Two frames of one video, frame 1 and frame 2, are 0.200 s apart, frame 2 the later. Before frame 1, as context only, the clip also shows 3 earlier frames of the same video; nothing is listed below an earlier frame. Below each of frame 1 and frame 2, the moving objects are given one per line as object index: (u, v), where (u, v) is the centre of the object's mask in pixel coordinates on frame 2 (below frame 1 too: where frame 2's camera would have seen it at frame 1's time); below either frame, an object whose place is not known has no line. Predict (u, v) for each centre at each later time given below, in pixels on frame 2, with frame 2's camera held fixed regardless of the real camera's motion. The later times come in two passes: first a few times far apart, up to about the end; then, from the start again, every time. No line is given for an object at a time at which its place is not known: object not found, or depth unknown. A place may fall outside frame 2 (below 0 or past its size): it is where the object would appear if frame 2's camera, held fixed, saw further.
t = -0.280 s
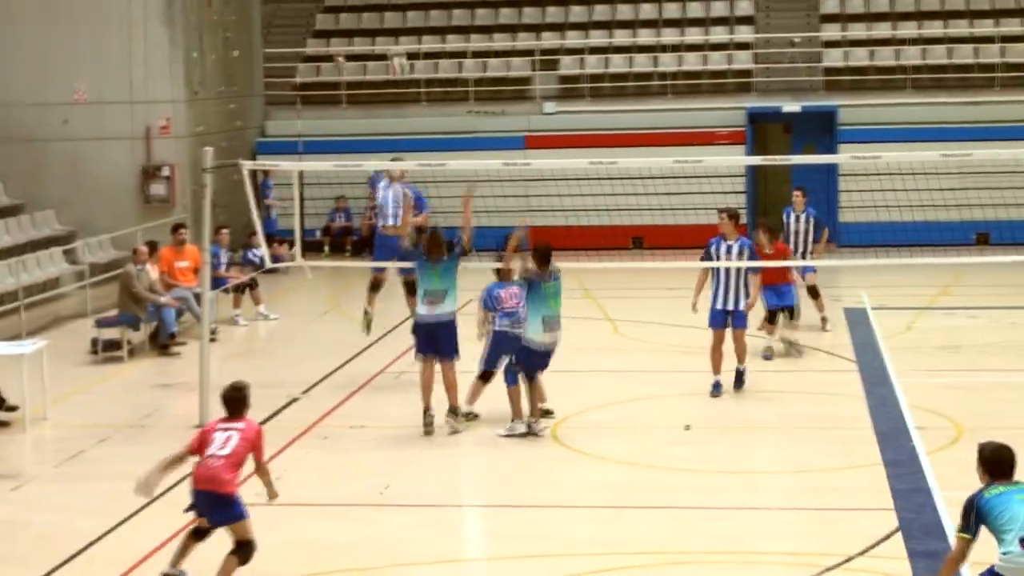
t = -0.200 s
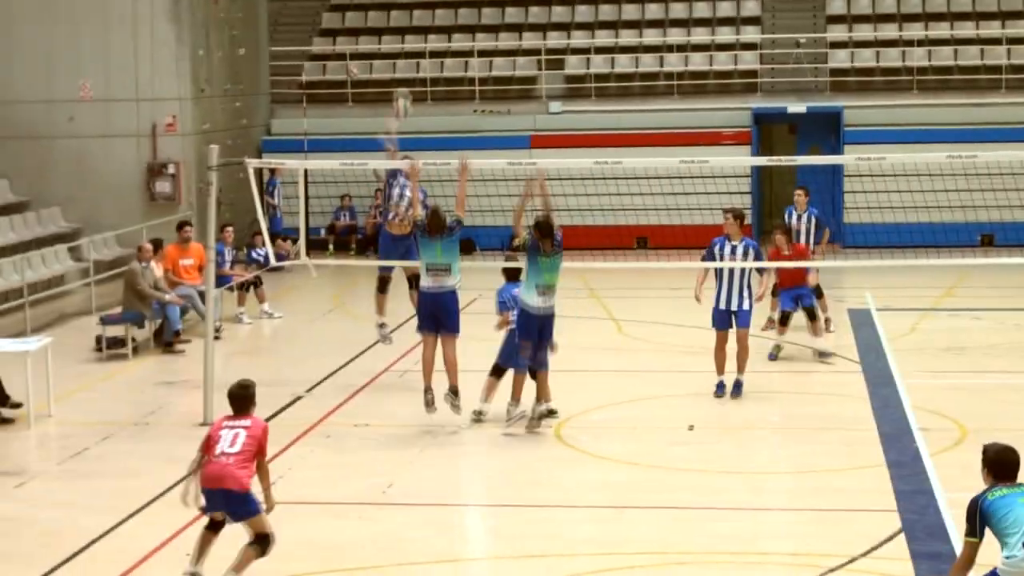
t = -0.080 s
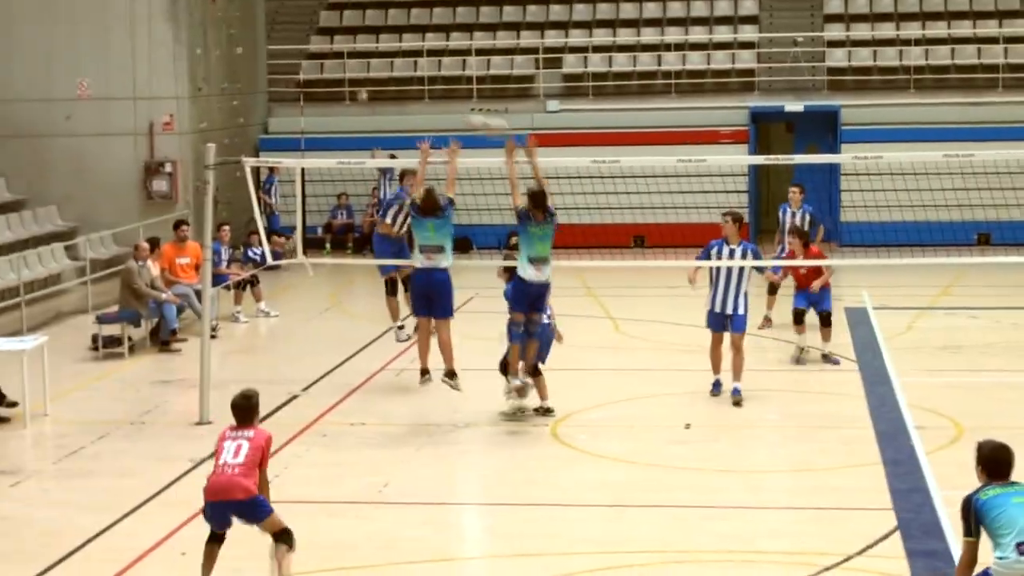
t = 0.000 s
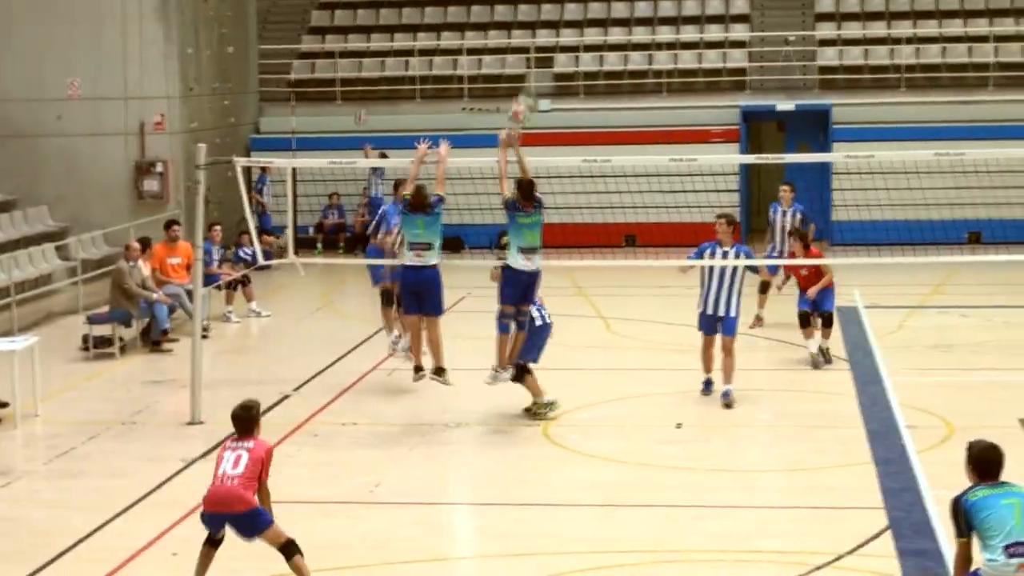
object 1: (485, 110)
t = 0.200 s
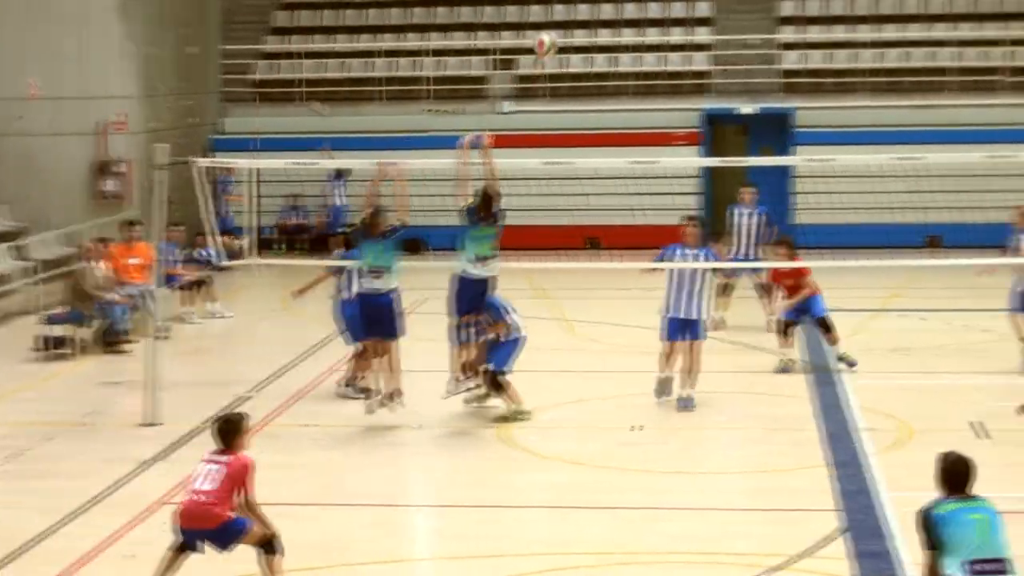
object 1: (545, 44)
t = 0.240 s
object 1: (559, 37)
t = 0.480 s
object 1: (643, 32)
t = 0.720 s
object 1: (737, 114)
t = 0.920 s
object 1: (823, 264)
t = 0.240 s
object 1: (559, 37)
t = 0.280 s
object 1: (573, 30)
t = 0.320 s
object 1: (587, 27)
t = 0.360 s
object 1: (600, 24)
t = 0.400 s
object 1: (614, 23)
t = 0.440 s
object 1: (628, 26)
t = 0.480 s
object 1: (643, 32)
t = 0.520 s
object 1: (657, 38)
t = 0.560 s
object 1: (672, 47)
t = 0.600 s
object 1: (689, 60)
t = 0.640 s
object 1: (704, 75)
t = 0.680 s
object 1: (720, 91)
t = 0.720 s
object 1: (737, 114)
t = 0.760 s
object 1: (754, 136)
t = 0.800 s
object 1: (770, 164)
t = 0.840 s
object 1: (783, 193)
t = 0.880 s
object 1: (805, 228)
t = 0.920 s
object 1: (823, 264)
